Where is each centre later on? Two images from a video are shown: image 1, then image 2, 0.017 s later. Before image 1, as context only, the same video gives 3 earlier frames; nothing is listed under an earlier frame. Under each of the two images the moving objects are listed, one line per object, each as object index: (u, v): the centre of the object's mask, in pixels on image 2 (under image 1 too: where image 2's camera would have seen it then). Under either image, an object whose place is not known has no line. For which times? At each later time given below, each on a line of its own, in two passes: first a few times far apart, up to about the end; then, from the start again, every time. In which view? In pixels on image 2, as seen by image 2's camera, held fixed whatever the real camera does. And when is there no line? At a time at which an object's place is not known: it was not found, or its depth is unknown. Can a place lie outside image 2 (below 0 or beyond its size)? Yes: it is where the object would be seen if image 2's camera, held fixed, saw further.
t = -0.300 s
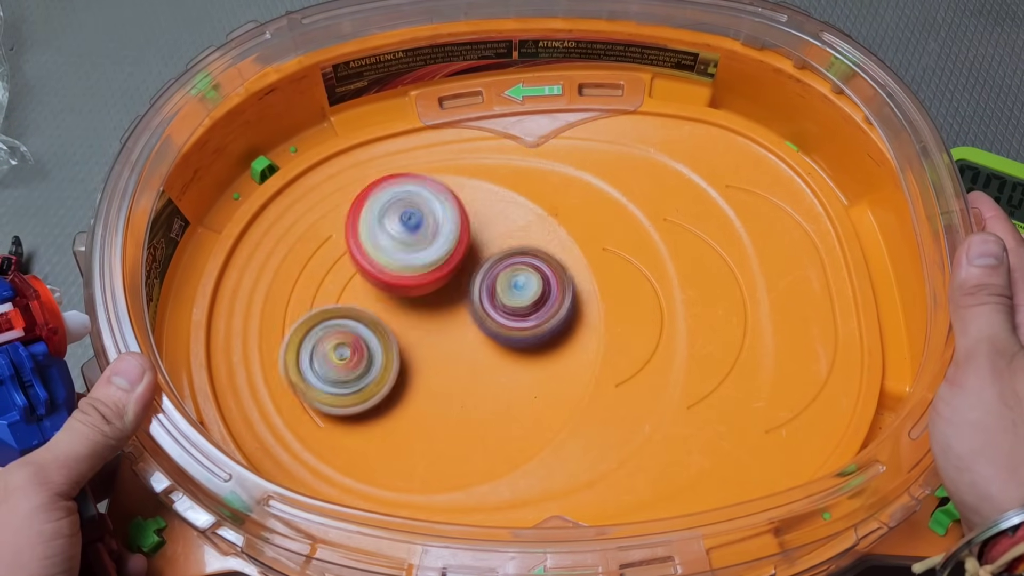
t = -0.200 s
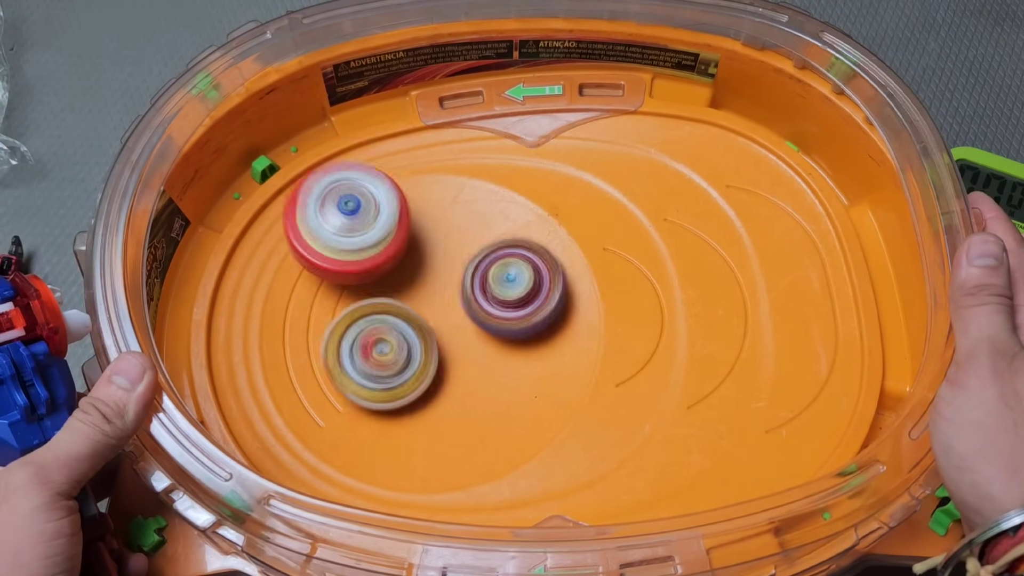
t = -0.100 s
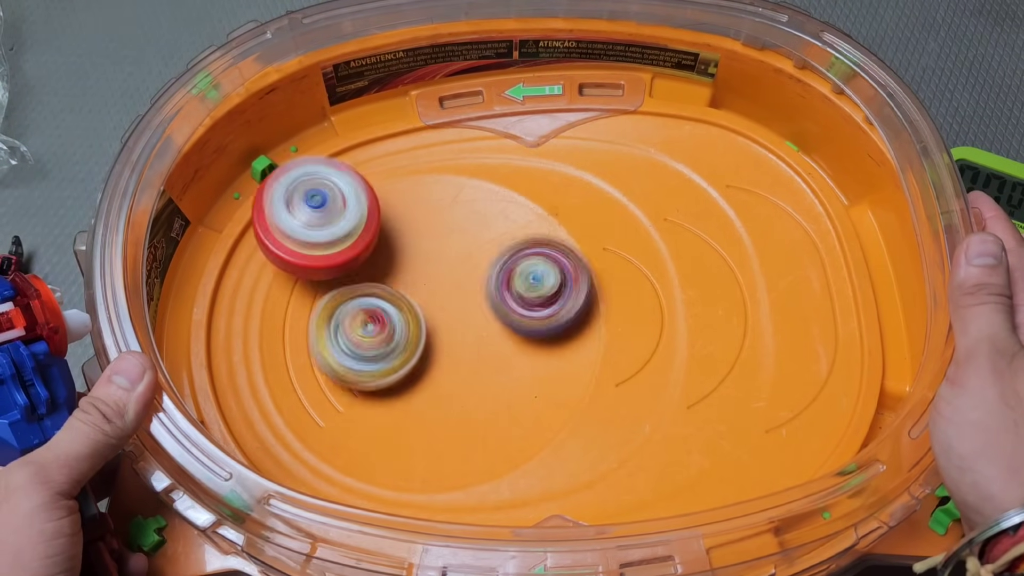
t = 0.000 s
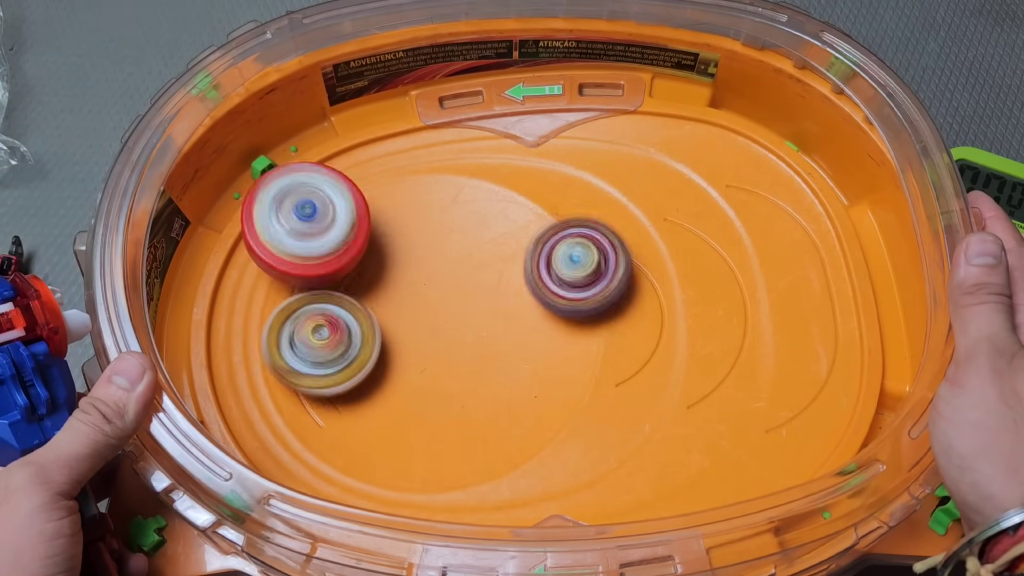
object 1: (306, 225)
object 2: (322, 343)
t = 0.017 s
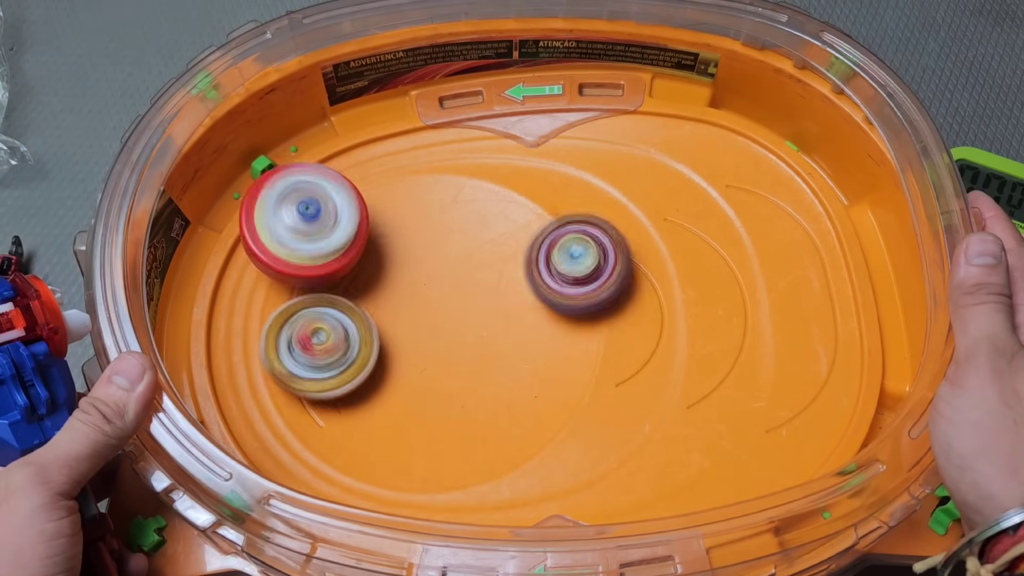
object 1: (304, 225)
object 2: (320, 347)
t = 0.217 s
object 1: (323, 241)
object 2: (337, 366)
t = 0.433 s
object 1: (304, 189)
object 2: (367, 385)
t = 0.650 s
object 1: (338, 198)
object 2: (421, 356)
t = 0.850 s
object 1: (378, 220)
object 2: (461, 321)
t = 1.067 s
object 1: (414, 219)
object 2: (508, 320)
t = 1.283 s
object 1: (439, 222)
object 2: (559, 269)
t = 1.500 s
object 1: (426, 258)
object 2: (557, 227)
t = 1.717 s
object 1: (415, 308)
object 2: (505, 236)
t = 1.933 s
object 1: (479, 336)
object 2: (518, 233)
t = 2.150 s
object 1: (433, 377)
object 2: (518, 311)
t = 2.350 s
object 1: (394, 401)
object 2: (554, 328)
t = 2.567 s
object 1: (360, 388)
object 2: (464, 337)
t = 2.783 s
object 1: (357, 347)
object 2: (472, 346)
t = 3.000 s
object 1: (350, 306)
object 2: (493, 356)
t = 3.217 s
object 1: (378, 269)
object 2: (456, 365)
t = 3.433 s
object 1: (399, 243)
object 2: (395, 376)
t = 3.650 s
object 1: (439, 238)
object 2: (378, 339)
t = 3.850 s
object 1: (472, 246)
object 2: (401, 336)
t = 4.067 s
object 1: (487, 277)
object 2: (399, 335)
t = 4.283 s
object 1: (502, 299)
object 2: (400, 337)
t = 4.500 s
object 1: (482, 289)
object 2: (401, 342)
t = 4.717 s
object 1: (476, 275)
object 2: (402, 341)
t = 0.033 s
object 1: (303, 227)
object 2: (318, 348)
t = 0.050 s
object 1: (302, 228)
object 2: (318, 350)
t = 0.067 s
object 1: (301, 229)
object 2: (318, 351)
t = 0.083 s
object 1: (302, 232)
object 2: (319, 352)
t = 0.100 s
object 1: (303, 234)
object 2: (320, 354)
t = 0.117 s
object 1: (304, 237)
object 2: (321, 355)
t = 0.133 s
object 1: (307, 237)
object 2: (323, 358)
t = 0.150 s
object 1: (309, 238)
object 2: (326, 361)
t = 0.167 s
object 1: (313, 240)
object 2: (329, 364)
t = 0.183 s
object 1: (315, 239)
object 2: (332, 365)
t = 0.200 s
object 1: (318, 240)
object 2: (334, 366)
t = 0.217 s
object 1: (323, 241)
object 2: (337, 366)
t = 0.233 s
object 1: (326, 242)
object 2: (339, 367)
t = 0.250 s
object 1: (330, 244)
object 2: (342, 367)
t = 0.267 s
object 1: (334, 245)
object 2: (346, 367)
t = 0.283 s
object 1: (336, 244)
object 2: (349, 371)
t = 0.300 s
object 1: (330, 233)
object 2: (352, 377)
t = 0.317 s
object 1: (323, 223)
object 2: (354, 381)
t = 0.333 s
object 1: (318, 216)
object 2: (359, 384)
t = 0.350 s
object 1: (313, 210)
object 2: (363, 386)
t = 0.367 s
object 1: (309, 206)
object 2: (366, 386)
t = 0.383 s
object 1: (306, 203)
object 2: (363, 386)
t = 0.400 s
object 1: (303, 200)
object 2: (363, 386)
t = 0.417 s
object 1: (303, 194)
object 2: (364, 385)
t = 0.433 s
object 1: (304, 189)
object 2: (367, 385)
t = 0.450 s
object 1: (305, 187)
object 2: (370, 385)
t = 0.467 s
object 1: (308, 187)
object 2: (374, 383)
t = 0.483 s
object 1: (309, 189)
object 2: (377, 383)
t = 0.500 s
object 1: (311, 191)
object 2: (381, 381)
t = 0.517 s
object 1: (311, 193)
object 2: (386, 380)
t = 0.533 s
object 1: (312, 193)
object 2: (390, 378)
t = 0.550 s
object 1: (313, 193)
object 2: (395, 376)
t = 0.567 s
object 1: (315, 192)
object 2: (399, 373)
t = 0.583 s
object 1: (320, 190)
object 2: (405, 370)
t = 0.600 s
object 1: (324, 189)
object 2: (409, 367)
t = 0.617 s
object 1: (329, 191)
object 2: (413, 364)
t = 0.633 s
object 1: (333, 193)
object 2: (417, 361)
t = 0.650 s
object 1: (338, 198)
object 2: (421, 356)
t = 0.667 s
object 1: (343, 202)
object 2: (425, 352)
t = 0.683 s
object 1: (345, 206)
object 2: (428, 346)
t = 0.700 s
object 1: (350, 210)
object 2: (432, 341)
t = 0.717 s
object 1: (353, 212)
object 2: (433, 337)
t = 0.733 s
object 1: (356, 215)
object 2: (436, 331)
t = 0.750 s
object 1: (360, 218)
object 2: (438, 325)
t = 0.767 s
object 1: (363, 221)
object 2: (440, 320)
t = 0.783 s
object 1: (367, 222)
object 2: (444, 318)
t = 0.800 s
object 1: (368, 219)
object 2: (449, 319)
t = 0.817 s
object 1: (371, 218)
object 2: (455, 322)
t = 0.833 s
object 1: (374, 217)
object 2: (458, 322)
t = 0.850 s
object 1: (378, 220)
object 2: (461, 321)
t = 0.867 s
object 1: (382, 220)
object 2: (463, 318)
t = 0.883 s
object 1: (385, 222)
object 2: (465, 315)
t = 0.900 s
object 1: (387, 221)
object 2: (470, 317)
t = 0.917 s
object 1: (387, 217)
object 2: (477, 321)
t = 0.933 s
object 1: (390, 216)
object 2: (484, 324)
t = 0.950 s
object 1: (393, 214)
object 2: (488, 327)
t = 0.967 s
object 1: (396, 215)
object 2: (490, 327)
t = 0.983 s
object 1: (399, 216)
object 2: (495, 326)
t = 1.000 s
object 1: (401, 216)
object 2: (498, 324)
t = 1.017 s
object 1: (405, 217)
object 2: (501, 324)
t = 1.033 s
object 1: (408, 217)
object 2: (503, 323)
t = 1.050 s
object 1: (411, 219)
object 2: (506, 321)
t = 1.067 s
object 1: (414, 219)
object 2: (508, 320)
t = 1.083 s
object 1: (416, 221)
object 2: (510, 319)
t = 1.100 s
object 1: (420, 222)
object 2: (512, 318)
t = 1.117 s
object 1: (423, 224)
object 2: (513, 317)
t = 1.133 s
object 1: (427, 225)
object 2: (514, 315)
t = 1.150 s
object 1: (429, 226)
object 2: (515, 314)
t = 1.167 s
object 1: (432, 228)
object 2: (517, 315)
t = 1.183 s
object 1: (432, 226)
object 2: (521, 314)
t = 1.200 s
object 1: (434, 225)
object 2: (531, 302)
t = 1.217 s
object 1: (437, 225)
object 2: (538, 291)
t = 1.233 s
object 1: (437, 224)
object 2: (547, 283)
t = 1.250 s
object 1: (437, 223)
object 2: (554, 277)
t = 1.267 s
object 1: (438, 222)
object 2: (557, 273)
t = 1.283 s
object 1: (439, 222)
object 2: (559, 269)
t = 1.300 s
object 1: (439, 224)
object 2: (561, 265)
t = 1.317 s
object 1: (440, 226)
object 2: (561, 261)
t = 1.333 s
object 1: (440, 228)
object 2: (561, 257)
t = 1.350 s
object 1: (441, 230)
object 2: (562, 253)
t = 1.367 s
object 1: (442, 232)
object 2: (561, 248)
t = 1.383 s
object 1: (441, 235)
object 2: (560, 244)
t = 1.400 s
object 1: (442, 237)
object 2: (562, 241)
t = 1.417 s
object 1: (441, 240)
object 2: (559, 238)
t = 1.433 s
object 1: (441, 242)
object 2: (558, 235)
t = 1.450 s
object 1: (436, 246)
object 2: (560, 231)
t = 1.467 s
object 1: (432, 250)
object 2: (558, 230)
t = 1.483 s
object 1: (429, 255)
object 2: (558, 229)
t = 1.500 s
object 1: (426, 258)
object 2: (557, 227)
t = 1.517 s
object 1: (424, 261)
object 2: (553, 228)
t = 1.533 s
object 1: (423, 265)
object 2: (551, 227)
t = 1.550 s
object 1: (421, 268)
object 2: (548, 228)
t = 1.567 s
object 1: (420, 272)
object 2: (544, 228)
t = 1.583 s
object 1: (419, 276)
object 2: (541, 228)
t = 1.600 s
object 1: (418, 280)
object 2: (535, 229)
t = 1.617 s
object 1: (418, 283)
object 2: (532, 230)
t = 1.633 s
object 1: (417, 288)
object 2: (526, 230)
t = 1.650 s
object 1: (417, 292)
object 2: (521, 231)
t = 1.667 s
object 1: (416, 296)
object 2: (518, 232)
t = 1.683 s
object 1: (416, 300)
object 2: (512, 234)
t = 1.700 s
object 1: (415, 304)
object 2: (509, 236)
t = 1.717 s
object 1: (415, 308)
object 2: (505, 236)
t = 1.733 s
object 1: (415, 311)
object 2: (499, 239)
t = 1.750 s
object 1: (415, 316)
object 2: (497, 240)
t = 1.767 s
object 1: (415, 320)
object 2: (491, 241)
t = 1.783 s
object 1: (421, 321)
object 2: (490, 241)
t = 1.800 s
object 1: (436, 317)
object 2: (495, 234)
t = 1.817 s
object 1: (446, 316)
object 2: (500, 231)
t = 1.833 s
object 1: (457, 317)
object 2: (506, 227)
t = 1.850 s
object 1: (468, 321)
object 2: (510, 226)
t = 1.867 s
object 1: (473, 324)
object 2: (514, 225)
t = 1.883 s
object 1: (475, 326)
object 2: (516, 226)
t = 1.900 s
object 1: (477, 330)
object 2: (519, 227)
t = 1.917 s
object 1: (478, 335)
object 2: (519, 231)
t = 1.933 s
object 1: (479, 336)
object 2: (518, 233)
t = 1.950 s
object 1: (479, 341)
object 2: (518, 238)
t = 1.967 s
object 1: (478, 344)
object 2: (514, 241)
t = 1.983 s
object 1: (476, 349)
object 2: (512, 245)
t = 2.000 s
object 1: (473, 352)
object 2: (508, 250)
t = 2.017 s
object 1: (470, 354)
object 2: (505, 254)
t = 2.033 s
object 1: (466, 357)
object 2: (501, 260)
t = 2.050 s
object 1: (462, 359)
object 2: (500, 264)
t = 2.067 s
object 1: (455, 363)
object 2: (501, 271)
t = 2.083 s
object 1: (448, 368)
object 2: (501, 277)
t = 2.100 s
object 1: (443, 370)
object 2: (505, 283)
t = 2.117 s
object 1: (439, 372)
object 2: (508, 293)
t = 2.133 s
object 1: (436, 375)
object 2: (512, 303)
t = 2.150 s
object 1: (433, 377)
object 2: (518, 311)
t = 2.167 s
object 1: (429, 381)
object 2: (523, 319)
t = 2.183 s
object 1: (425, 383)
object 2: (528, 328)
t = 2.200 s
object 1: (422, 386)
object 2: (533, 335)
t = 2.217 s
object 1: (418, 388)
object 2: (540, 341)
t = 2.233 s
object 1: (415, 390)
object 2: (546, 343)
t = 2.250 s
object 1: (412, 392)
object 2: (551, 343)
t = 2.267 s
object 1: (409, 394)
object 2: (555, 343)
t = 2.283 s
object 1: (406, 396)
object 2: (558, 342)
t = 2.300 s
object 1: (402, 396)
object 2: (559, 339)
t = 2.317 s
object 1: (400, 398)
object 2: (557, 336)
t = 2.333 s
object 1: (396, 399)
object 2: (556, 332)
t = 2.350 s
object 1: (394, 401)
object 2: (554, 328)
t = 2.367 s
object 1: (389, 401)
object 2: (551, 323)
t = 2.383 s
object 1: (387, 401)
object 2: (547, 320)
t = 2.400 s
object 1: (383, 400)
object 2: (541, 316)
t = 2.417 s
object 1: (381, 400)
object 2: (534, 313)
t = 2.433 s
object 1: (378, 399)
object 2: (525, 311)
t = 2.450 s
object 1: (376, 399)
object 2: (514, 311)
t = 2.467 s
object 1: (373, 397)
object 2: (503, 312)
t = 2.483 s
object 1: (371, 396)
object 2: (492, 315)
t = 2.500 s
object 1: (368, 395)
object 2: (483, 319)
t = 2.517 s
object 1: (366, 394)
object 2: (475, 324)
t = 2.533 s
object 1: (364, 391)
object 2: (469, 329)
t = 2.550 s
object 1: (362, 390)
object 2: (466, 334)
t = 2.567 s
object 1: (360, 388)
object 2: (464, 337)
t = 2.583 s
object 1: (358, 385)
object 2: (463, 341)
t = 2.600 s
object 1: (358, 383)
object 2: (464, 343)
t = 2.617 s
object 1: (356, 379)
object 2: (465, 345)
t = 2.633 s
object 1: (356, 377)
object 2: (466, 345)
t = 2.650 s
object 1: (355, 373)
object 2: (467, 346)
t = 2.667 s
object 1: (355, 370)
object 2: (469, 346)
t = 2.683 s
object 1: (354, 366)
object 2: (469, 346)
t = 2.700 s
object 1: (355, 363)
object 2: (470, 346)
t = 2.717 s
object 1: (355, 360)
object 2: (471, 347)
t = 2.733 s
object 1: (357, 356)
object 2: (472, 346)
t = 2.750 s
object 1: (357, 353)
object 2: (472, 346)
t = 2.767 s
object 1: (357, 350)
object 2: (472, 346)
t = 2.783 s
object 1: (357, 347)
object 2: (472, 346)
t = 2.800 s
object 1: (357, 343)
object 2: (471, 346)
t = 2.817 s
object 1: (356, 339)
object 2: (470, 345)
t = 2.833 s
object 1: (357, 335)
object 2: (470, 346)
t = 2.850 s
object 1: (355, 331)
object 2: (472, 349)
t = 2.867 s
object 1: (355, 326)
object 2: (475, 353)
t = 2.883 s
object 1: (355, 322)
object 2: (478, 355)
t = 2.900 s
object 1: (355, 317)
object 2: (481, 355)
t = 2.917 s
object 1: (353, 316)
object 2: (484, 355)
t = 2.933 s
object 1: (351, 315)
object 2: (486, 355)
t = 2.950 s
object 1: (350, 314)
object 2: (488, 354)
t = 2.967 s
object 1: (349, 311)
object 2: (490, 353)
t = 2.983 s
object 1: (350, 309)
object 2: (493, 354)
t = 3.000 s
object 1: (350, 306)
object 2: (493, 356)
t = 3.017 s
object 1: (352, 303)
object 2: (494, 358)
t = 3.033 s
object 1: (352, 300)
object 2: (493, 359)
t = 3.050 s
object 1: (354, 296)
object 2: (492, 360)
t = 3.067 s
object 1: (355, 294)
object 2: (490, 361)
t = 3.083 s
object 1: (357, 290)
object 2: (488, 362)
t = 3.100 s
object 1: (359, 288)
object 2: (486, 362)
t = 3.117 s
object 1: (362, 284)
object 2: (481, 364)
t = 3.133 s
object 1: (364, 282)
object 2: (477, 366)
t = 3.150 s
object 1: (366, 279)
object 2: (474, 366)
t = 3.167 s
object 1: (370, 276)
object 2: (471, 365)
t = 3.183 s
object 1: (372, 274)
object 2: (468, 363)
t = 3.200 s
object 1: (375, 271)
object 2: (465, 363)
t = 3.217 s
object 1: (378, 269)
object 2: (456, 365)
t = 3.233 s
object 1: (380, 266)
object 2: (448, 369)
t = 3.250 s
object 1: (380, 265)
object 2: (440, 372)
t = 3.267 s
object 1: (380, 262)
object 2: (433, 373)
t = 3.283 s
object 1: (380, 261)
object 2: (427, 374)
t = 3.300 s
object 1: (380, 258)
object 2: (421, 373)
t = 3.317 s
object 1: (381, 255)
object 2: (417, 374)
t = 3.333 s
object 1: (382, 252)
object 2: (413, 375)
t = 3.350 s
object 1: (386, 251)
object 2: (410, 376)
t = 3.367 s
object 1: (388, 249)
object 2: (407, 377)
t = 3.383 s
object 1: (391, 247)
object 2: (403, 378)
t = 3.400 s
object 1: (393, 246)
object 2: (400, 377)
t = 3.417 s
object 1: (397, 244)
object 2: (397, 377)
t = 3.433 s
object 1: (399, 243)
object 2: (395, 376)
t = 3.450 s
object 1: (402, 242)
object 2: (392, 375)
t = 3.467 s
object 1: (406, 241)
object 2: (389, 373)
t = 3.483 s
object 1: (408, 240)
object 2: (387, 371)
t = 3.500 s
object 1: (412, 240)
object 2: (385, 368)
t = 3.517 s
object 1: (415, 240)
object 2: (384, 365)
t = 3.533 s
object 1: (419, 240)
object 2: (383, 362)
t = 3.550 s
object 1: (421, 239)
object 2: (384, 358)
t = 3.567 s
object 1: (425, 239)
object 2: (385, 355)
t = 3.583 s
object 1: (427, 239)
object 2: (388, 352)
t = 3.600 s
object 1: (430, 237)
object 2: (388, 349)
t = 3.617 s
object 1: (434, 238)
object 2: (383, 345)
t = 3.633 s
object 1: (436, 239)
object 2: (379, 342)
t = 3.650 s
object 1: (439, 238)
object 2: (378, 339)
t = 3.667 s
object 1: (442, 238)
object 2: (377, 339)
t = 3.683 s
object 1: (446, 237)
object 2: (378, 338)
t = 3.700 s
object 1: (449, 238)
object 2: (379, 337)
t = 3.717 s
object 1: (451, 238)
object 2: (381, 336)
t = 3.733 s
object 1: (454, 239)
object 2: (383, 335)
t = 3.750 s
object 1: (456, 238)
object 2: (385, 335)
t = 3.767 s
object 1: (460, 239)
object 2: (388, 334)
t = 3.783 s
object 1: (462, 241)
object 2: (391, 334)
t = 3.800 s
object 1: (465, 241)
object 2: (394, 335)
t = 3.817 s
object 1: (467, 243)
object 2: (398, 335)
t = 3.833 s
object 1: (470, 244)
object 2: (400, 337)
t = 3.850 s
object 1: (472, 246)
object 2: (401, 336)
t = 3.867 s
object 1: (474, 247)
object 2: (400, 336)
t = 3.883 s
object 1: (477, 249)
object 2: (401, 336)
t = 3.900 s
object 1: (478, 251)
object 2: (401, 336)
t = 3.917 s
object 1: (480, 253)
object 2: (402, 337)
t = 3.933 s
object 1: (482, 255)
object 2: (402, 337)
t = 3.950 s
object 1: (483, 257)
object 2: (402, 337)
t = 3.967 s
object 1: (485, 261)
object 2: (403, 338)
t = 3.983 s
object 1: (485, 263)
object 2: (403, 338)
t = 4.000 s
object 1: (486, 266)
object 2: (403, 338)
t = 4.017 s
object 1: (486, 268)
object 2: (404, 338)
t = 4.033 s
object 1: (487, 271)
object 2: (403, 338)
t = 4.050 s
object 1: (487, 275)
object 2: (401, 336)
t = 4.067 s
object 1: (487, 277)
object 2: (399, 335)
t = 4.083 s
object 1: (488, 281)
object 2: (398, 335)
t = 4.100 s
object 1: (488, 284)
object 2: (397, 335)
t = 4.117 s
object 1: (489, 287)
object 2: (398, 336)
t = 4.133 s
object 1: (490, 289)
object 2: (398, 336)
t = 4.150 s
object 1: (493, 291)
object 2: (397, 336)
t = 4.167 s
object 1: (495, 293)
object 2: (396, 336)
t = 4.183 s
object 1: (496, 295)
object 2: (395, 335)
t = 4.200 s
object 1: (497, 298)
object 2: (395, 335)
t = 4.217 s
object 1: (497, 299)
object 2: (396, 335)
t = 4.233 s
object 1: (499, 300)
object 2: (397, 335)
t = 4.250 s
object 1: (500, 301)
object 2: (398, 336)
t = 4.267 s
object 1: (501, 299)
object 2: (399, 336)
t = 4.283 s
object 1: (502, 299)
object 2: (400, 337)
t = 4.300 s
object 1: (501, 298)
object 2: (401, 338)
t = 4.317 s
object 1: (501, 296)
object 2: (402, 338)
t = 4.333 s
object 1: (500, 296)
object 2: (403, 339)
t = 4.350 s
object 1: (499, 294)
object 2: (403, 340)
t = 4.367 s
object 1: (499, 294)
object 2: (404, 341)
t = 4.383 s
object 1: (497, 294)
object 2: (404, 341)
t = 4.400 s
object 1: (496, 293)
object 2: (404, 341)
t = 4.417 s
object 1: (494, 292)
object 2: (403, 341)
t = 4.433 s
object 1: (491, 291)
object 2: (403, 341)
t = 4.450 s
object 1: (490, 290)
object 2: (403, 341)
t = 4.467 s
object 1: (487, 290)
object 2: (402, 341)
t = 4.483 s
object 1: (485, 289)
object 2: (402, 341)
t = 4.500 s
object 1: (482, 289)
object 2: (401, 342)
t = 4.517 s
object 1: (479, 289)
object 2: (400, 342)
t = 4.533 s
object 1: (478, 289)
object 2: (400, 342)
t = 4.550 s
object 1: (476, 289)
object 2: (400, 343)
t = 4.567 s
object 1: (475, 288)
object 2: (400, 343)
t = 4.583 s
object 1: (475, 288)
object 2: (400, 343)
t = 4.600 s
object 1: (475, 287)
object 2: (399, 343)
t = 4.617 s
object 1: (475, 286)
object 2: (400, 343)
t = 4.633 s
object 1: (476, 285)
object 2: (400, 343)
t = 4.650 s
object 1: (476, 283)
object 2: (400, 342)
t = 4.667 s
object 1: (476, 282)
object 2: (401, 342)
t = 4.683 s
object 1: (475, 280)
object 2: (401, 342)
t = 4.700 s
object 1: (476, 277)
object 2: (402, 341)
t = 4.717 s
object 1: (476, 275)
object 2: (402, 341)
